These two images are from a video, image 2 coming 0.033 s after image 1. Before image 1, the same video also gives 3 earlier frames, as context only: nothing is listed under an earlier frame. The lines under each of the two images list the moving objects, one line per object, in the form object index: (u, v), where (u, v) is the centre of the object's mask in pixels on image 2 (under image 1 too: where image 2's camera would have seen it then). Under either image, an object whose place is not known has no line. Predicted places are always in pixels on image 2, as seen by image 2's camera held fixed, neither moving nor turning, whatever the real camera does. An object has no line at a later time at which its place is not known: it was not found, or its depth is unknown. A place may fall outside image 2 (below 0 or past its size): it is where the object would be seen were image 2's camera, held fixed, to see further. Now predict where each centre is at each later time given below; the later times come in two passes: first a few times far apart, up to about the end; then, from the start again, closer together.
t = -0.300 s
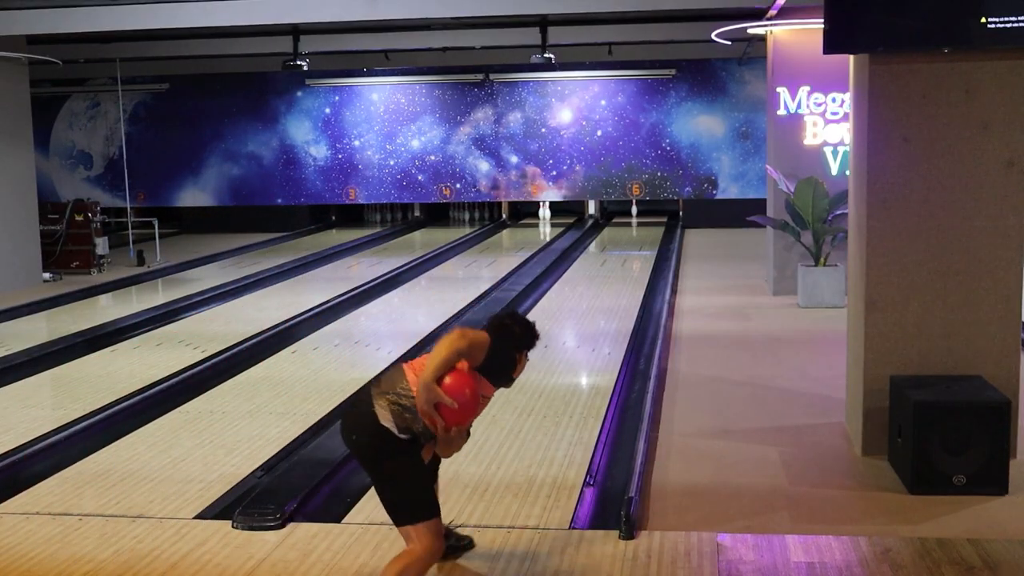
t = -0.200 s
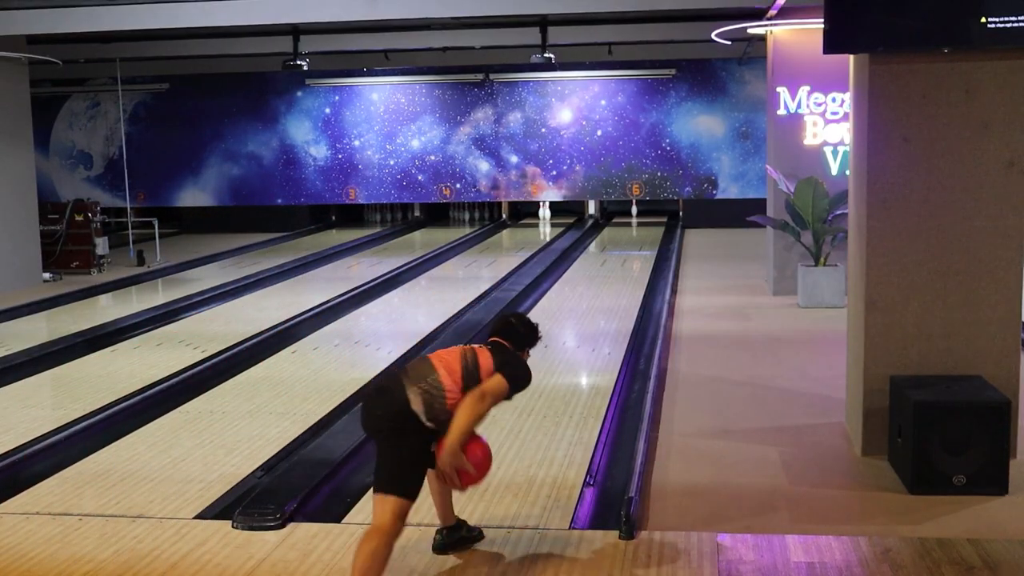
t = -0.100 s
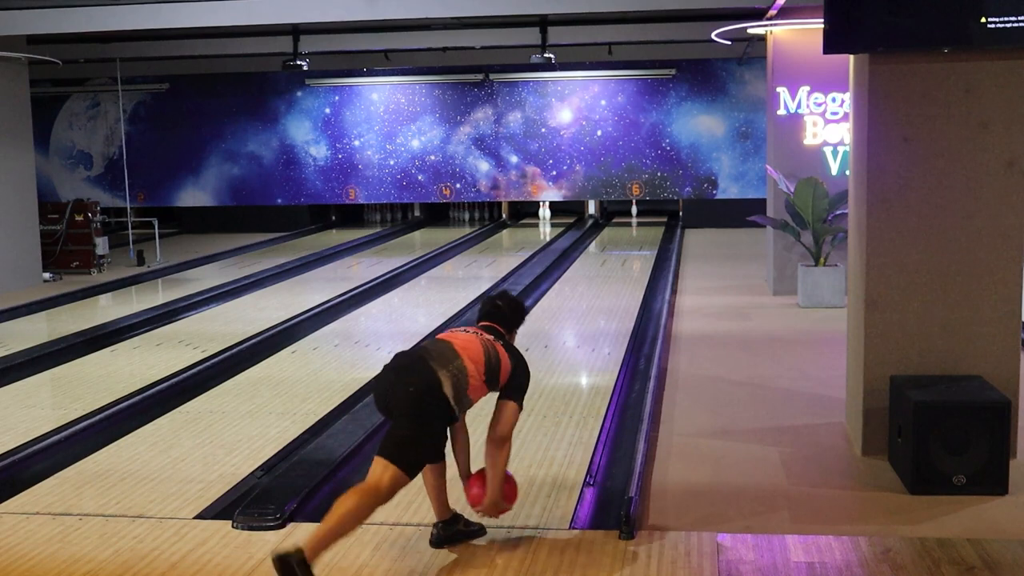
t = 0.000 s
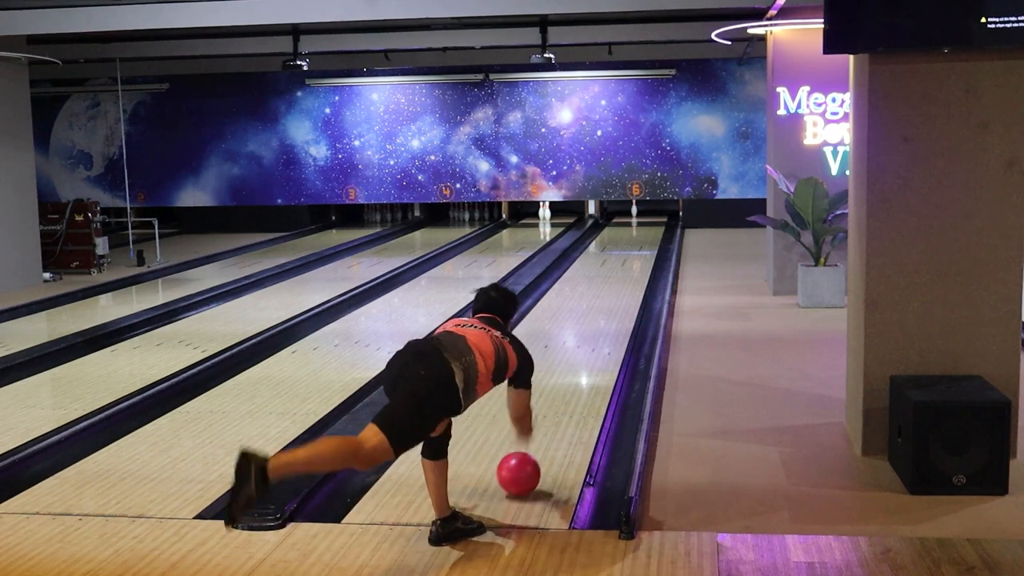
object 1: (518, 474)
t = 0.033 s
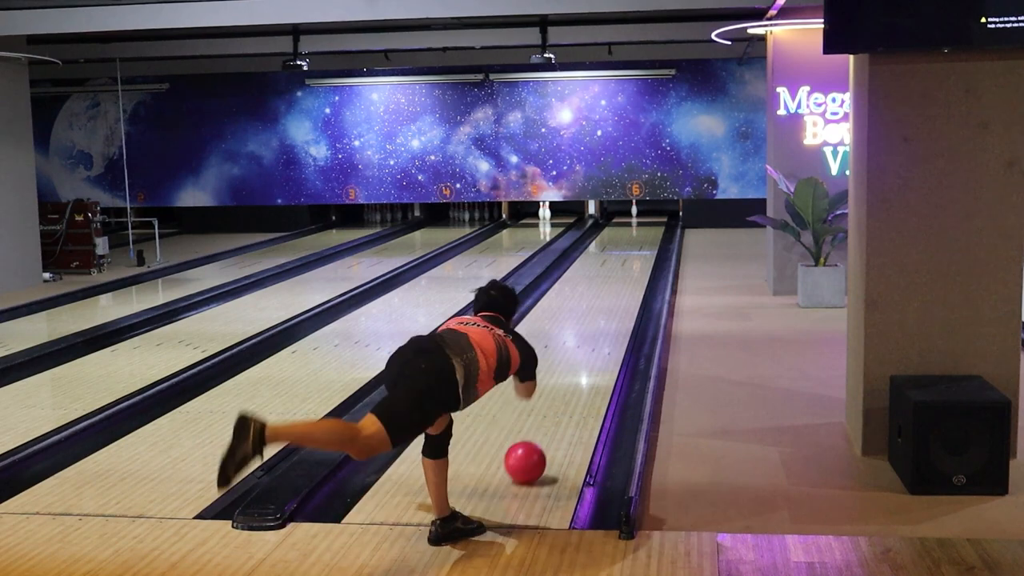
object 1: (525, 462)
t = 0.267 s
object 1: (559, 390)
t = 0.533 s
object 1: (583, 339)
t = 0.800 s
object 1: (596, 312)
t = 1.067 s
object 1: (608, 279)
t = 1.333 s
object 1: (615, 260)
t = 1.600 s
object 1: (621, 246)
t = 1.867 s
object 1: (624, 235)
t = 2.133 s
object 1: (626, 225)
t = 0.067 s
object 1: (531, 449)
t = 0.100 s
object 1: (537, 438)
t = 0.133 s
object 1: (542, 427)
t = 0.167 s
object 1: (547, 416)
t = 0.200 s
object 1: (551, 407)
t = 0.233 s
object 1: (555, 399)
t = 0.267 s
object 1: (559, 390)
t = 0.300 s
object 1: (563, 383)
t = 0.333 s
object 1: (566, 375)
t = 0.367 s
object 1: (569, 368)
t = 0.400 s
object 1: (572, 362)
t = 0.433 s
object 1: (575, 355)
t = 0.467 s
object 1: (578, 350)
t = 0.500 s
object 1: (580, 344)
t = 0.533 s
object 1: (583, 339)
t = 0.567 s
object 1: (585, 334)
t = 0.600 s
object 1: (587, 329)
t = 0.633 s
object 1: (589, 324)
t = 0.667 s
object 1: (591, 320)
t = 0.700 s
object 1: (593, 316)
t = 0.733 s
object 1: (594, 315)
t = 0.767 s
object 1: (595, 313)
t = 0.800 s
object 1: (596, 312)
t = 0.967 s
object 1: (606, 286)
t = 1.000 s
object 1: (606, 284)
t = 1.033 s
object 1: (607, 282)
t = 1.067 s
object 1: (608, 279)
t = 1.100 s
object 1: (609, 276)
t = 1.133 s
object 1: (610, 274)
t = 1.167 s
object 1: (611, 271)
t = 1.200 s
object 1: (612, 269)
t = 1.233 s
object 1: (613, 267)
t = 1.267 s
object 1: (614, 265)
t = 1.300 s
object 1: (615, 262)
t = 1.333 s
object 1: (615, 260)
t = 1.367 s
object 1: (616, 258)
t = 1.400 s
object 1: (617, 257)
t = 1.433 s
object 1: (618, 255)
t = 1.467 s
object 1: (618, 252)
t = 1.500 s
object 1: (619, 251)
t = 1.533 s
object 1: (619, 249)
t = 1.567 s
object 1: (620, 247)
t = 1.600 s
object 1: (621, 246)
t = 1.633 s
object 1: (621, 244)
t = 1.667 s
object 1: (622, 242)
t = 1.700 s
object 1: (622, 241)
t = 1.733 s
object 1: (622, 240)
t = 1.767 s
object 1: (623, 238)
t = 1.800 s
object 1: (623, 237)
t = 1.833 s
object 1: (624, 236)
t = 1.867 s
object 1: (624, 235)
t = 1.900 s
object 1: (625, 233)
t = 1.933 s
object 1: (625, 232)
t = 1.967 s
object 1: (625, 231)
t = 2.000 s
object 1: (625, 229)
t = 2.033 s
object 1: (625, 228)
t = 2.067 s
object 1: (626, 227)
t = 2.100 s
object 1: (626, 226)
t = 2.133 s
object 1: (626, 225)
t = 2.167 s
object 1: (626, 224)
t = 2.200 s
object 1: (626, 223)
